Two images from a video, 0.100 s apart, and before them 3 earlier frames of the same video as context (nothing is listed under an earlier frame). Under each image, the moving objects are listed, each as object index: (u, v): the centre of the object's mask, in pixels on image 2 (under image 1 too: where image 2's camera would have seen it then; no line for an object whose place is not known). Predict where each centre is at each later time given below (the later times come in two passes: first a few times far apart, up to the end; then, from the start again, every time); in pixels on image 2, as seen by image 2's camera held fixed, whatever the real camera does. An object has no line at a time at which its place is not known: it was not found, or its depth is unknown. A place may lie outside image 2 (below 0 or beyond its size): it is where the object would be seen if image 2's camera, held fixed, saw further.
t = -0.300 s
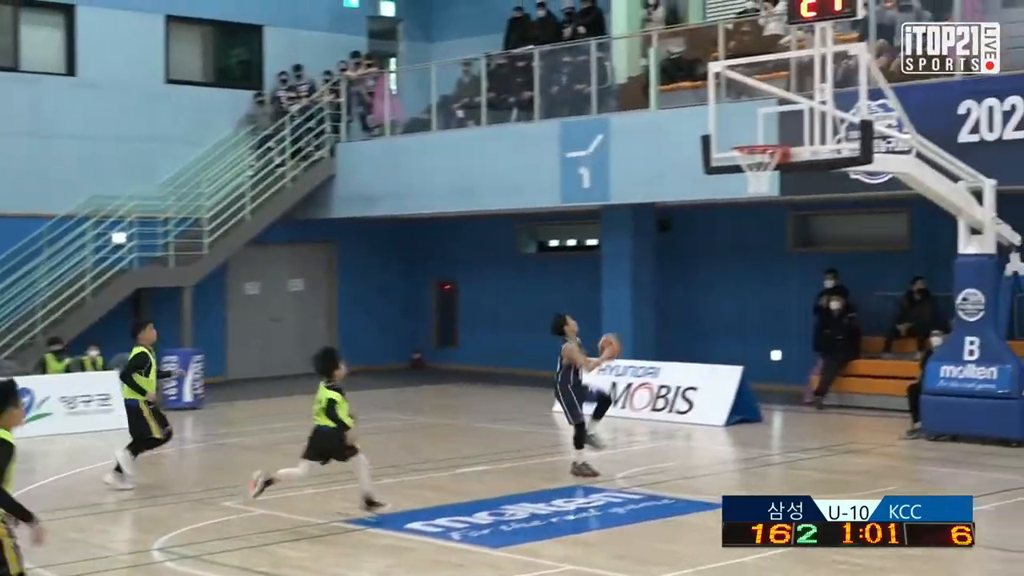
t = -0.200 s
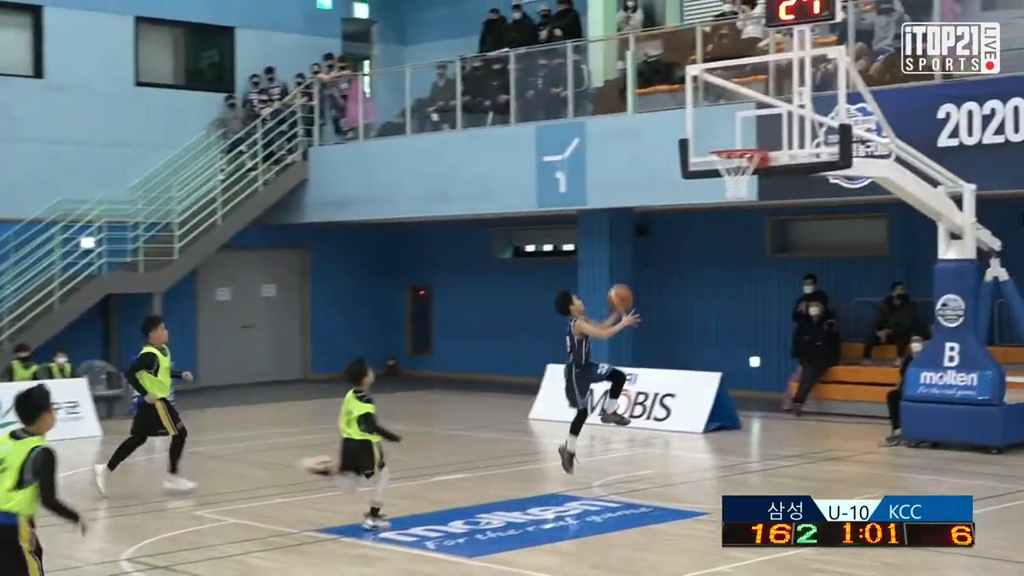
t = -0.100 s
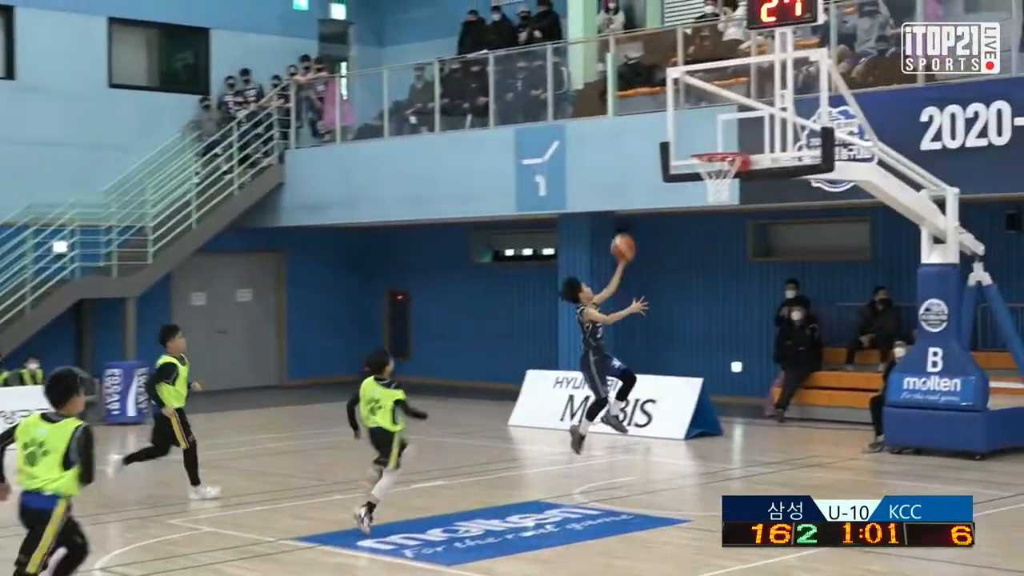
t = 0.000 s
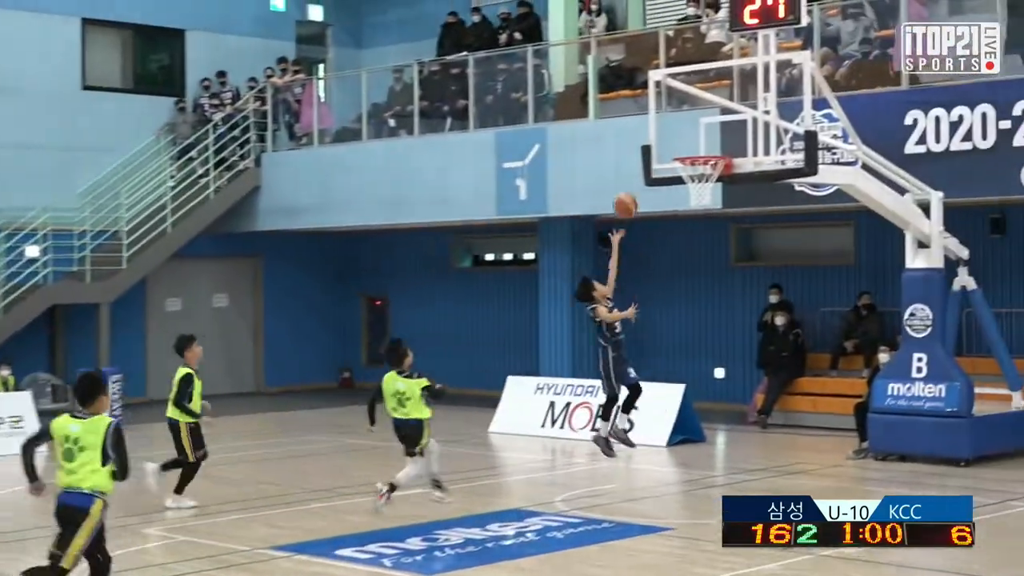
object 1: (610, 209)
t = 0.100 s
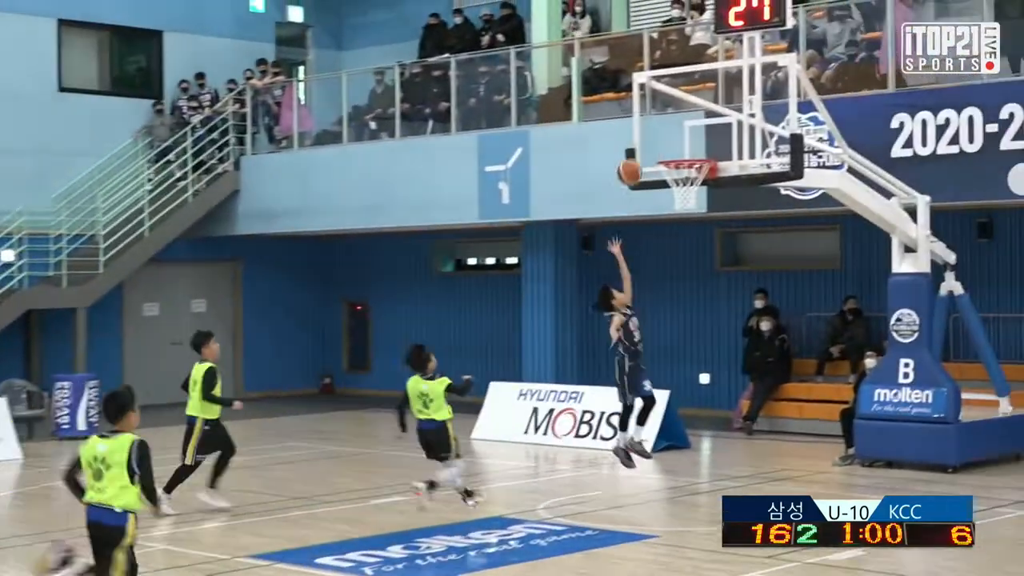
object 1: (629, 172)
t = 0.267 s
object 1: (663, 136)
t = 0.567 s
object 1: (667, 148)
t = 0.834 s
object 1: (694, 181)
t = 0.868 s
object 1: (695, 181)
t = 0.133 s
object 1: (638, 161)
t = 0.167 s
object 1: (643, 154)
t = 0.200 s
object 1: (649, 146)
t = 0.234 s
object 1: (656, 141)
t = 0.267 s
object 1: (663, 136)
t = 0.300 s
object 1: (667, 133)
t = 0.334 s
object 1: (667, 131)
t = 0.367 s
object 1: (667, 130)
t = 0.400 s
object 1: (667, 130)
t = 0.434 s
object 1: (667, 131)
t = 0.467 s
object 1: (667, 134)
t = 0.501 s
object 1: (667, 138)
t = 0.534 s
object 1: (667, 143)
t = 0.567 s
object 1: (667, 148)
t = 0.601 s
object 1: (668, 152)
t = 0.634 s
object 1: (671, 157)
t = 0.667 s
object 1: (676, 162)
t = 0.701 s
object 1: (681, 168)
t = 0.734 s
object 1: (685, 174)
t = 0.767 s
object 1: (688, 181)
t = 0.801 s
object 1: (691, 184)
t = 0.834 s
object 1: (694, 181)
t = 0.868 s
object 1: (695, 181)
